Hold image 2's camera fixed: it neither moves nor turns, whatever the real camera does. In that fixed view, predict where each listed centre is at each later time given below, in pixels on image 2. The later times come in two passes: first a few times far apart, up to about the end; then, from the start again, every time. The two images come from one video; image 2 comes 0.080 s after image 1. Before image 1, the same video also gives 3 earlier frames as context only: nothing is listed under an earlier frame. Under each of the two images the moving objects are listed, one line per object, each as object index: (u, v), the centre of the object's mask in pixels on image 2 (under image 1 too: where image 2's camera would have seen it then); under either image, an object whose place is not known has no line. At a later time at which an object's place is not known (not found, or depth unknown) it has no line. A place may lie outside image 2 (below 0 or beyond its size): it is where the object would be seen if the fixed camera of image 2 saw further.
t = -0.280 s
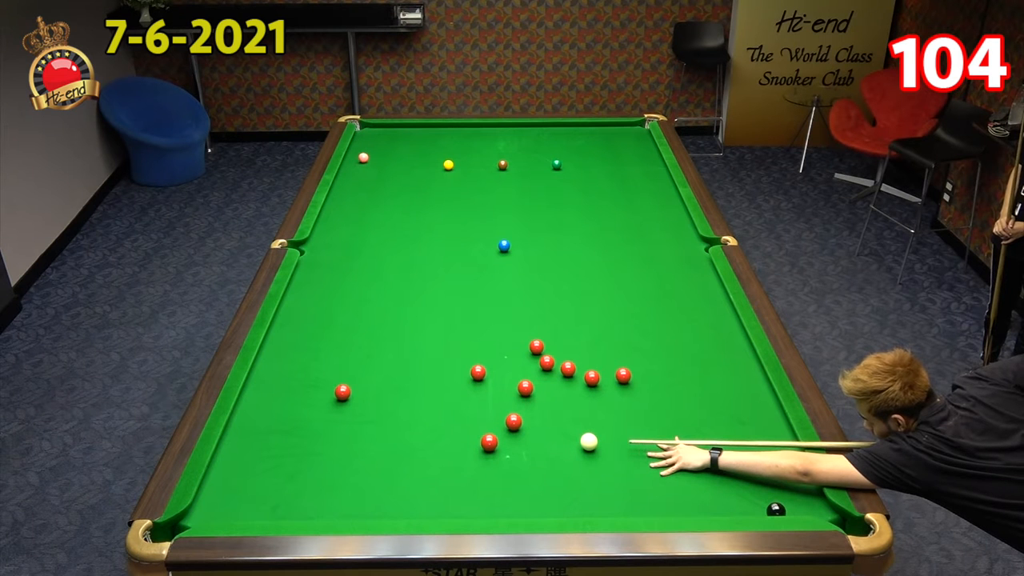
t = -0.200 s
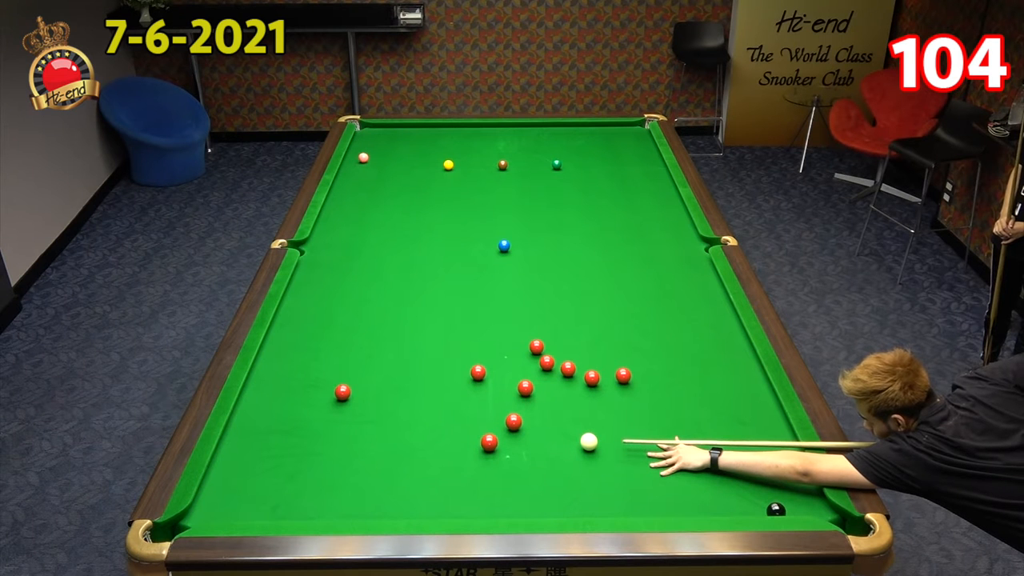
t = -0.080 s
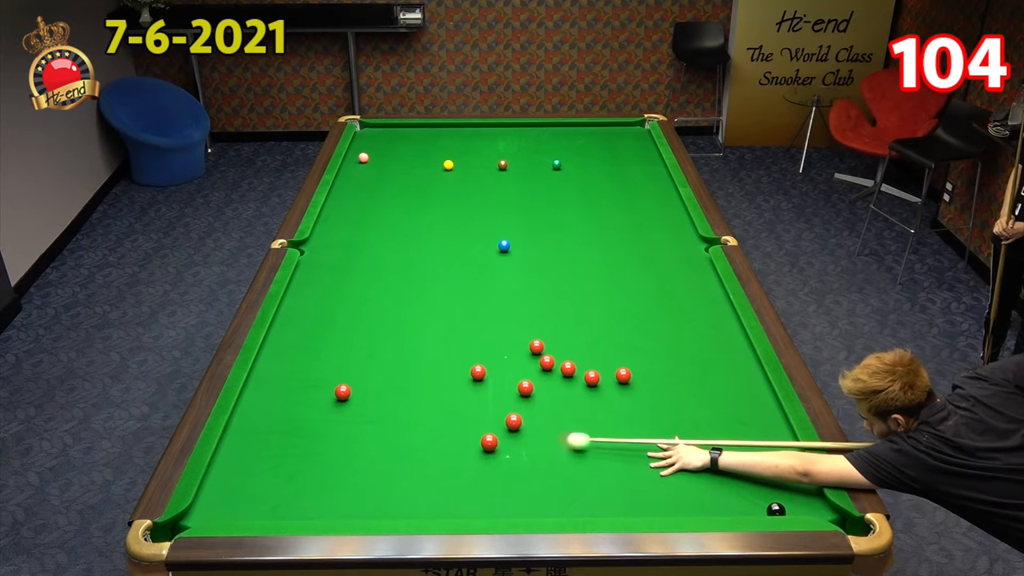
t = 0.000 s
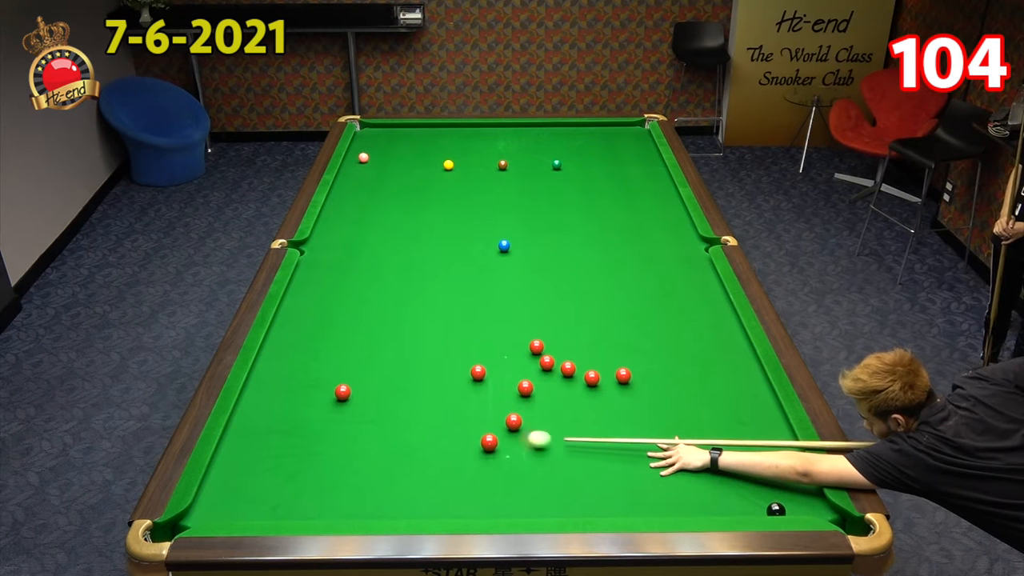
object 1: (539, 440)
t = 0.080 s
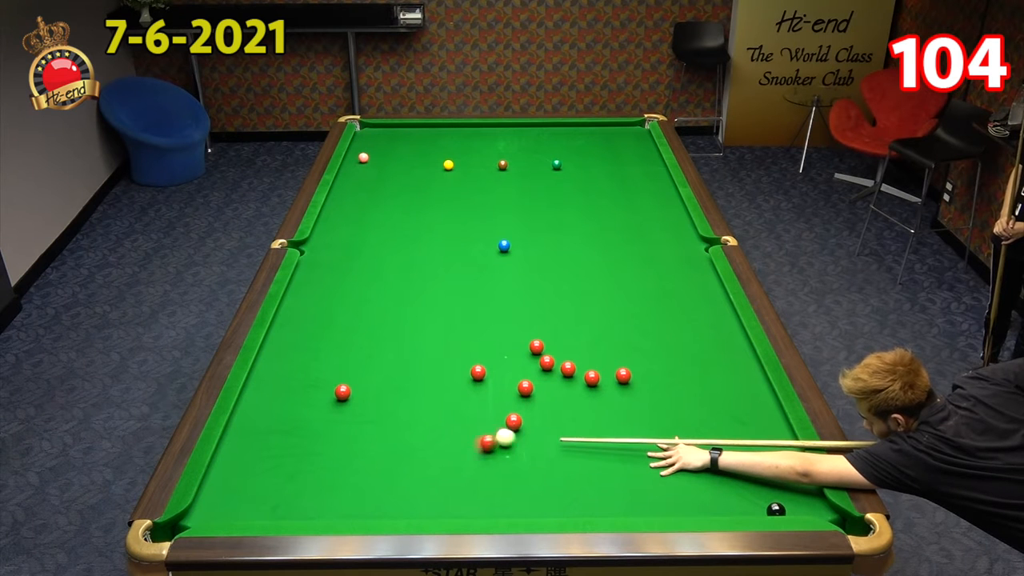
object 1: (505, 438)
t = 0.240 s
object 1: (484, 423)
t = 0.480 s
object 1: (449, 404)
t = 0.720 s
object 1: (418, 387)
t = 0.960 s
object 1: (389, 372)
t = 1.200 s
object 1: (363, 358)
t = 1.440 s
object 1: (339, 345)
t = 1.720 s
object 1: (313, 331)
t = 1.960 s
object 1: (293, 320)
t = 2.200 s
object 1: (287, 311)
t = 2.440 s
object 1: (302, 304)
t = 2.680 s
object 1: (316, 297)
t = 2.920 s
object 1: (328, 291)
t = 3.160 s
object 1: (339, 286)
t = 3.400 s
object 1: (348, 281)
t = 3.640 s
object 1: (357, 276)
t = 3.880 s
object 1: (365, 273)
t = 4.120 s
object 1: (372, 269)
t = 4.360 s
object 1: (378, 266)
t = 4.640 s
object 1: (383, 263)
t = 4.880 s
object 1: (388, 261)
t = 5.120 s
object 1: (391, 260)
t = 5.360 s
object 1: (394, 259)
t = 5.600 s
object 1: (396, 258)
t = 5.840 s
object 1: (397, 258)
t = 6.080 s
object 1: (398, 258)
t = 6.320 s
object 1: (397, 258)
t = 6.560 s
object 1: (397, 258)
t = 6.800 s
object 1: (397, 258)
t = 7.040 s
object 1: (397, 258)
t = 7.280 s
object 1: (397, 258)
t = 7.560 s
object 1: (397, 258)
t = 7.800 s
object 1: (397, 258)
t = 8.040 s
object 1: (397, 258)
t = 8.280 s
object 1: (397, 258)
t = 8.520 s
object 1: (397, 258)
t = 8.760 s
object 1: (397, 258)
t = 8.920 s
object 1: (397, 258)
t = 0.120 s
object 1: (500, 434)
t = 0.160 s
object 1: (496, 430)
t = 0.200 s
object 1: (490, 426)
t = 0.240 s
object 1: (484, 423)
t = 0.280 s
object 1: (478, 420)
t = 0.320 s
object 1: (472, 417)
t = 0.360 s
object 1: (466, 414)
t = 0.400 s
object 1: (461, 411)
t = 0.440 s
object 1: (455, 407)
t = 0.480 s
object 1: (449, 404)
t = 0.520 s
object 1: (444, 401)
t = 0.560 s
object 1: (439, 399)
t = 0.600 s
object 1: (433, 396)
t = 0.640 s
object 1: (428, 393)
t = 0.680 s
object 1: (423, 390)
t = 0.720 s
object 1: (418, 387)
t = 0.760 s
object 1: (413, 385)
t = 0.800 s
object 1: (408, 382)
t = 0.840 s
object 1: (403, 379)
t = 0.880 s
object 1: (399, 377)
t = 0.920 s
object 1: (394, 374)
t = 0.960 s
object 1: (389, 372)
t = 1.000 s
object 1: (385, 369)
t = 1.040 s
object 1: (380, 367)
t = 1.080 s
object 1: (376, 365)
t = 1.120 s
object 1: (371, 362)
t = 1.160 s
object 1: (367, 360)
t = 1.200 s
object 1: (363, 358)
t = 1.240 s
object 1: (359, 355)
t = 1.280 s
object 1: (355, 353)
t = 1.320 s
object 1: (351, 351)
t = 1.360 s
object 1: (347, 349)
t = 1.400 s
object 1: (343, 347)
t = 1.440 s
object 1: (339, 345)
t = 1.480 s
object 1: (335, 343)
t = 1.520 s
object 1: (331, 341)
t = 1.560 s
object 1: (328, 339)
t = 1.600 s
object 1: (324, 337)
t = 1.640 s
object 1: (320, 335)
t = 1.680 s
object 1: (317, 333)
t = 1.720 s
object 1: (313, 331)
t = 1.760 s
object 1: (310, 329)
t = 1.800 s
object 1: (306, 327)
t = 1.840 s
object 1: (303, 325)
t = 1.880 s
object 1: (300, 324)
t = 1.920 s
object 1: (296, 322)
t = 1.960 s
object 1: (293, 320)
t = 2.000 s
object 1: (290, 318)
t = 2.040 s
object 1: (287, 317)
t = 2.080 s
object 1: (284, 315)
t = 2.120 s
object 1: (282, 314)
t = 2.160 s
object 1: (285, 312)
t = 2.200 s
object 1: (287, 311)
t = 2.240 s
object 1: (290, 310)
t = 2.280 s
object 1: (293, 308)
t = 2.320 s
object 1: (295, 307)
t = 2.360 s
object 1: (298, 306)
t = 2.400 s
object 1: (300, 305)
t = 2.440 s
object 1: (302, 304)
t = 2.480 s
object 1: (305, 303)
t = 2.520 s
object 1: (307, 302)
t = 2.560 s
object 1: (309, 300)
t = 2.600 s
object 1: (311, 299)
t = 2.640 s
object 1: (314, 298)
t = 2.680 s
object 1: (316, 297)
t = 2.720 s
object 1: (318, 296)
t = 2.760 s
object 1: (320, 295)
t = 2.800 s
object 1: (322, 294)
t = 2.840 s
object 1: (324, 293)
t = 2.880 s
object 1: (326, 292)
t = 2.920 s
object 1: (328, 291)
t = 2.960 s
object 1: (330, 290)
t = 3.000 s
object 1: (332, 289)
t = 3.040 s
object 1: (333, 288)
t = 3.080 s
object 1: (335, 287)
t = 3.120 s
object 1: (337, 287)
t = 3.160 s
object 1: (339, 286)
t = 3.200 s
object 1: (340, 285)
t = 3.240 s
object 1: (342, 284)
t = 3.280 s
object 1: (344, 283)
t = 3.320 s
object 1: (345, 282)
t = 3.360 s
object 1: (347, 281)
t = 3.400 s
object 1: (348, 281)
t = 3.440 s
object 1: (350, 280)
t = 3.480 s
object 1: (351, 279)
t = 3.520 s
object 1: (353, 279)
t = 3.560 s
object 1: (354, 278)
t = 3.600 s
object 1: (356, 277)
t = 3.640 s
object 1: (357, 276)
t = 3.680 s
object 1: (358, 276)
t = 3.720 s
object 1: (360, 275)
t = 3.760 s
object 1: (361, 274)
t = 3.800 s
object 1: (362, 274)
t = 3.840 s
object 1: (364, 273)
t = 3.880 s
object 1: (365, 273)
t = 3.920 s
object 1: (366, 272)
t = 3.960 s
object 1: (367, 271)
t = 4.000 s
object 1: (369, 271)
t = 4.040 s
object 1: (369, 270)
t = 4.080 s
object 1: (370, 270)
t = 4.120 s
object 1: (372, 269)
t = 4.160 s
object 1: (373, 269)
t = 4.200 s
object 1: (374, 268)
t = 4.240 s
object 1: (375, 268)
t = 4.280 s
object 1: (376, 267)
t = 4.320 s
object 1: (376, 266)
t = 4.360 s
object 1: (378, 266)
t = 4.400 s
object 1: (379, 266)
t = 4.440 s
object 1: (379, 265)
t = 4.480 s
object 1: (380, 265)
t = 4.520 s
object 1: (381, 264)
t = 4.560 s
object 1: (382, 264)
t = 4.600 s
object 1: (383, 264)
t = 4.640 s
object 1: (383, 263)
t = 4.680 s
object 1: (384, 263)
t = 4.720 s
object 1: (385, 263)
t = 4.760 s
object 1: (386, 262)
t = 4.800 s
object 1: (386, 262)
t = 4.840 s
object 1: (387, 262)
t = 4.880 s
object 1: (388, 261)
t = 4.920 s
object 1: (388, 261)
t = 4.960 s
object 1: (389, 261)
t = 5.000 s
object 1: (389, 260)
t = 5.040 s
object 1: (390, 260)
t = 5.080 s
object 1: (390, 260)
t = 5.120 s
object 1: (391, 260)
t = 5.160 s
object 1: (391, 260)
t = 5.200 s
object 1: (392, 259)
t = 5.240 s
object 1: (392, 259)
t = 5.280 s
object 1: (393, 259)
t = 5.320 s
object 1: (393, 259)
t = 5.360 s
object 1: (394, 259)
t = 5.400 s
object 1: (394, 258)
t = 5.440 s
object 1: (395, 258)
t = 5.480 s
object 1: (395, 258)
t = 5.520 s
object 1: (396, 258)
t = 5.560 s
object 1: (396, 258)
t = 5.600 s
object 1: (396, 258)
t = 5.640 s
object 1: (396, 258)
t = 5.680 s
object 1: (397, 258)
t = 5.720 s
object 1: (397, 258)
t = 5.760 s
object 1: (397, 258)
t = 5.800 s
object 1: (397, 258)
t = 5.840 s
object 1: (397, 258)
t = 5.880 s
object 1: (398, 258)
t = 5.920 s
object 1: (398, 258)
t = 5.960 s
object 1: (398, 258)
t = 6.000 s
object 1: (398, 258)
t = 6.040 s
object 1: (398, 258)
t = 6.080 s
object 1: (398, 258)
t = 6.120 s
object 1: (398, 258)
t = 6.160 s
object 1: (398, 258)
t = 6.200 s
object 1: (398, 258)
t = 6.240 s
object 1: (398, 258)
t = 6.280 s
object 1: (397, 258)
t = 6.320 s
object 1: (397, 258)
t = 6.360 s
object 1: (397, 258)
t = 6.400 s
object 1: (397, 258)
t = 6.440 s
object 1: (397, 258)
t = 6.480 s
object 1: (397, 258)
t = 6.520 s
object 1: (397, 258)
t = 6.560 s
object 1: (397, 258)
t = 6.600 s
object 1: (397, 258)
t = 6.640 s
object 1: (397, 258)
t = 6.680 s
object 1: (397, 258)
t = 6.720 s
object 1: (397, 258)
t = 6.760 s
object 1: (397, 258)
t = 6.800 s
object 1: (397, 258)
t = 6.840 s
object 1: (397, 258)
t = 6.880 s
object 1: (397, 258)
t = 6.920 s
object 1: (397, 258)
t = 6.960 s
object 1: (397, 258)
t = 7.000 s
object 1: (397, 258)
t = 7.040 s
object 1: (397, 258)
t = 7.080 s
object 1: (397, 258)
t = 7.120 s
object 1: (397, 258)
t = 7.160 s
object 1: (397, 258)
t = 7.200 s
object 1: (397, 258)
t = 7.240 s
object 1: (397, 258)
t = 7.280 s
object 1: (397, 258)
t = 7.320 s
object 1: (397, 258)
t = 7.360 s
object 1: (397, 258)
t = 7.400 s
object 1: (397, 258)
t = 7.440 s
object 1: (397, 258)
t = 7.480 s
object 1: (397, 258)
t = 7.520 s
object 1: (397, 258)
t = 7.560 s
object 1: (397, 258)
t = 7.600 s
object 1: (397, 258)
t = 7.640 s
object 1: (397, 258)
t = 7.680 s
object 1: (397, 258)
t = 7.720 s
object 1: (397, 258)
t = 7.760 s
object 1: (397, 258)
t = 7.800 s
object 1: (397, 258)
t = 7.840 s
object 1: (397, 258)
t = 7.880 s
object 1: (397, 258)
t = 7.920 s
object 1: (397, 258)
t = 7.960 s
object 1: (397, 258)
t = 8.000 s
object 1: (397, 258)
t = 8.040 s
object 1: (397, 258)
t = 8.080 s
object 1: (397, 258)
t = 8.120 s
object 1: (397, 258)
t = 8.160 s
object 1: (397, 258)
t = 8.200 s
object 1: (397, 258)
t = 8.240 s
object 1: (397, 258)
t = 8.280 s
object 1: (397, 258)
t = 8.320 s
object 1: (397, 258)
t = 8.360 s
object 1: (397, 258)
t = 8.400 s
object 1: (397, 258)
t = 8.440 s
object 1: (397, 258)
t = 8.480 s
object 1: (397, 258)
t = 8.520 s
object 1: (397, 258)
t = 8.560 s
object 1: (397, 258)
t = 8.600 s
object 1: (397, 258)
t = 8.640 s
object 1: (397, 258)
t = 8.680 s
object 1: (397, 258)
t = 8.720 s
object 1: (397, 258)
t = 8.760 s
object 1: (397, 258)
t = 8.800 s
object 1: (397, 258)
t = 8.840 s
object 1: (397, 258)
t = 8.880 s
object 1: (397, 258)
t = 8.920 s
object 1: (397, 258)
